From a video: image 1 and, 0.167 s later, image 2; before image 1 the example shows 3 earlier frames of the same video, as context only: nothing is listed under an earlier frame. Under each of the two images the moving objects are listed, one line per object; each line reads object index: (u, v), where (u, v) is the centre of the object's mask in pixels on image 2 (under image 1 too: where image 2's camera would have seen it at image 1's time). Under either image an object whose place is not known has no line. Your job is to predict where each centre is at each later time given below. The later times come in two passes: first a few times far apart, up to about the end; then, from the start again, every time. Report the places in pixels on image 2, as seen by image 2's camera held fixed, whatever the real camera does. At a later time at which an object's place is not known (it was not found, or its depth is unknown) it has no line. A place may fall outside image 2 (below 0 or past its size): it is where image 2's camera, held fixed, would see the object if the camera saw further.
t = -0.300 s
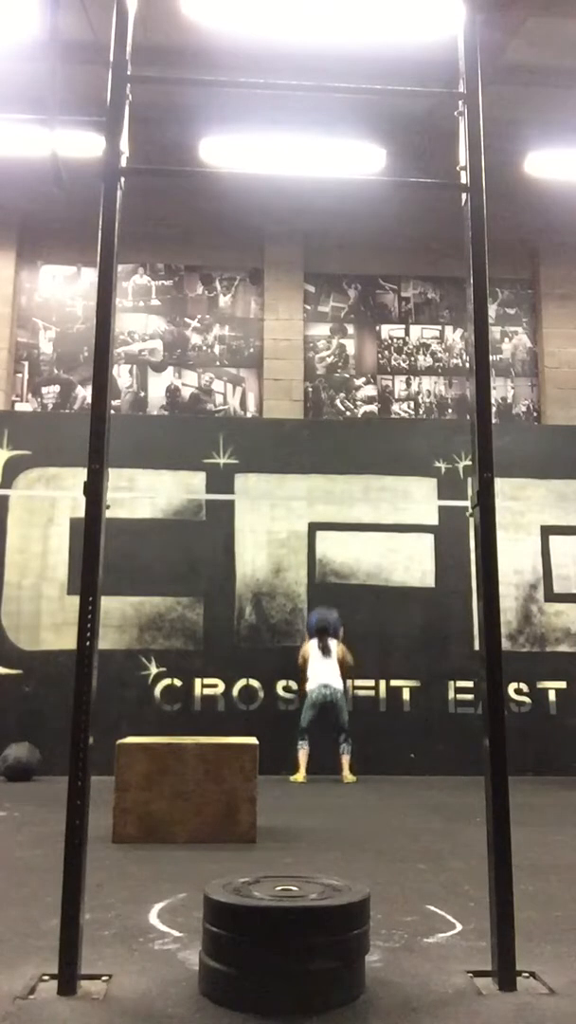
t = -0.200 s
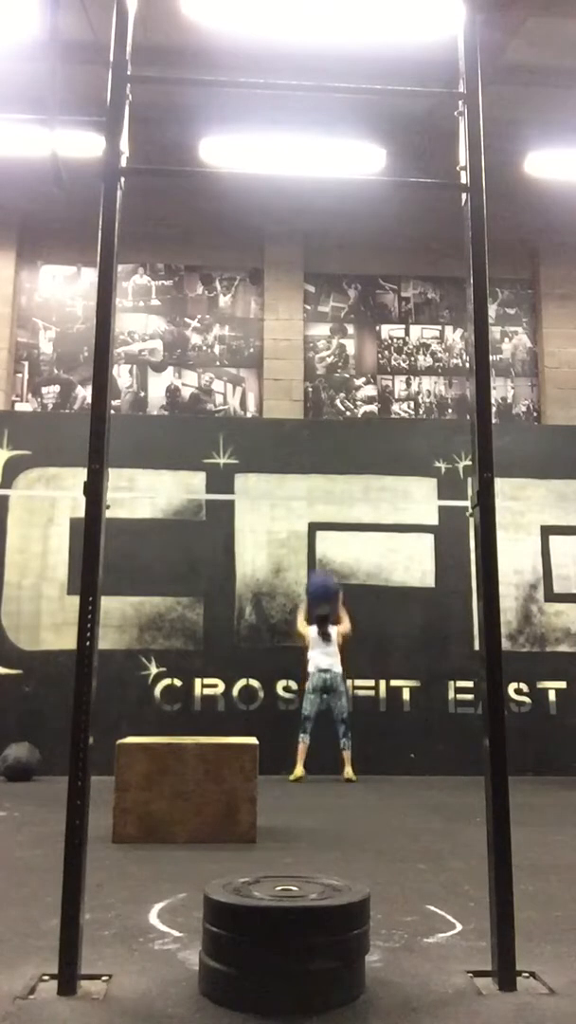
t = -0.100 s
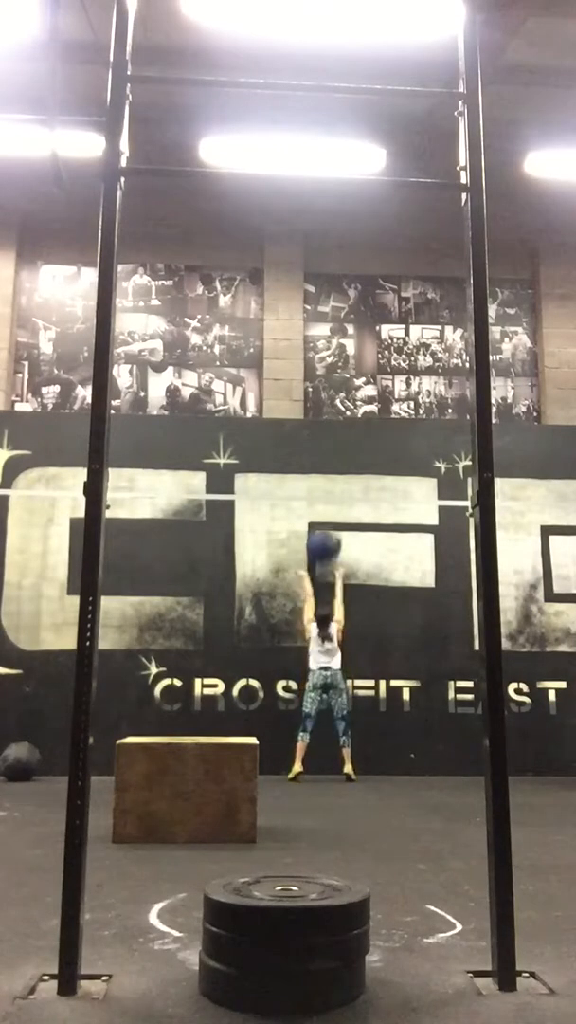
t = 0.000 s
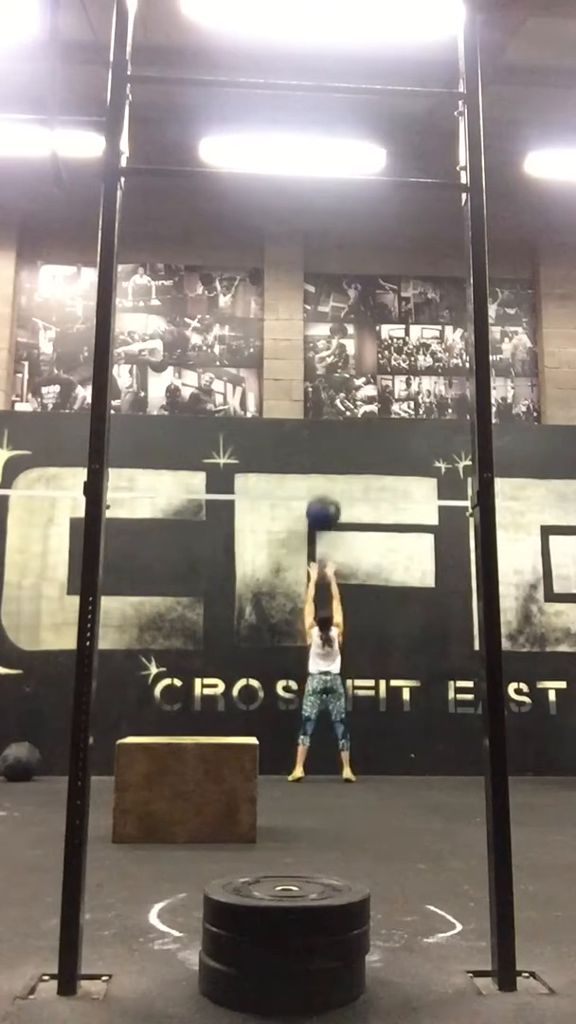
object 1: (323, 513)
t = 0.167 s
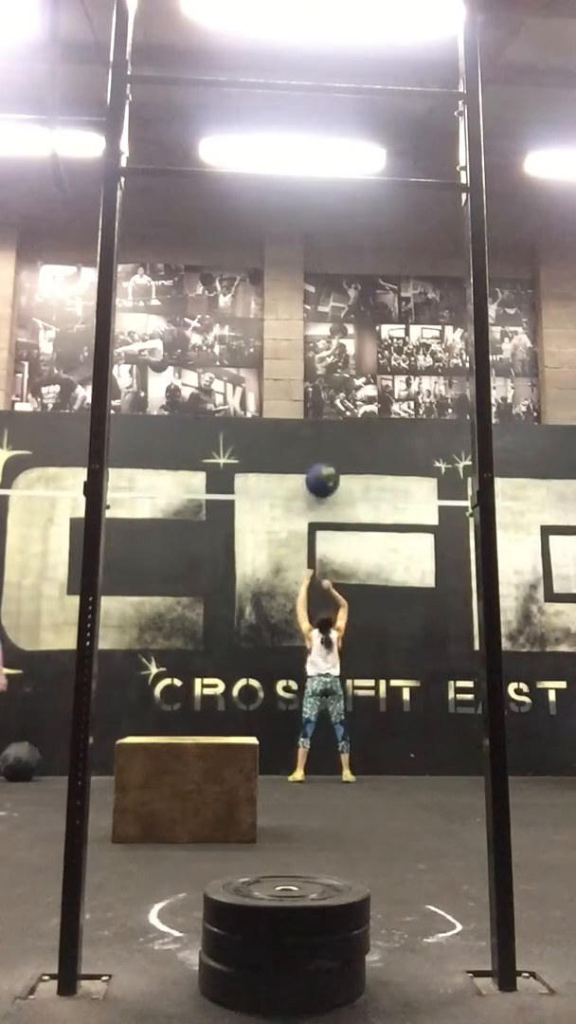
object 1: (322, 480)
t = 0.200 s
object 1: (322, 477)
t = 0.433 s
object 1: (321, 480)
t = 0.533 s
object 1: (321, 495)
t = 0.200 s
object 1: (322, 477)
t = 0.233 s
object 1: (321, 475)
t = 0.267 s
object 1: (321, 473)
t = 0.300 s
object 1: (321, 473)
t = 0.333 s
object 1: (321, 474)
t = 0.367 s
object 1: (321, 475)
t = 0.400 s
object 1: (321, 478)
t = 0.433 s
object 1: (321, 480)
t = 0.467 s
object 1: (321, 484)
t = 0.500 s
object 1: (321, 489)
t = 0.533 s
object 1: (321, 495)
